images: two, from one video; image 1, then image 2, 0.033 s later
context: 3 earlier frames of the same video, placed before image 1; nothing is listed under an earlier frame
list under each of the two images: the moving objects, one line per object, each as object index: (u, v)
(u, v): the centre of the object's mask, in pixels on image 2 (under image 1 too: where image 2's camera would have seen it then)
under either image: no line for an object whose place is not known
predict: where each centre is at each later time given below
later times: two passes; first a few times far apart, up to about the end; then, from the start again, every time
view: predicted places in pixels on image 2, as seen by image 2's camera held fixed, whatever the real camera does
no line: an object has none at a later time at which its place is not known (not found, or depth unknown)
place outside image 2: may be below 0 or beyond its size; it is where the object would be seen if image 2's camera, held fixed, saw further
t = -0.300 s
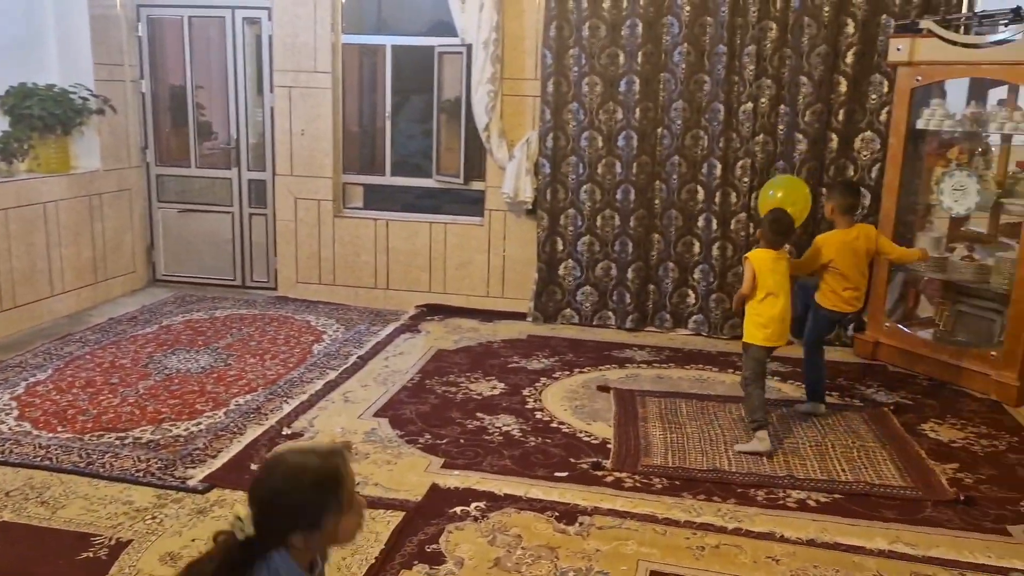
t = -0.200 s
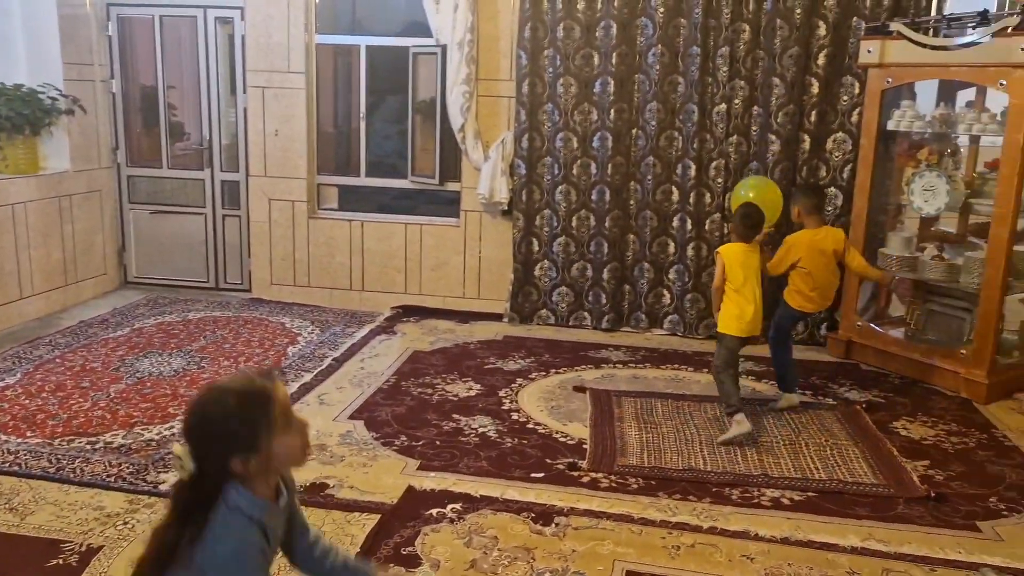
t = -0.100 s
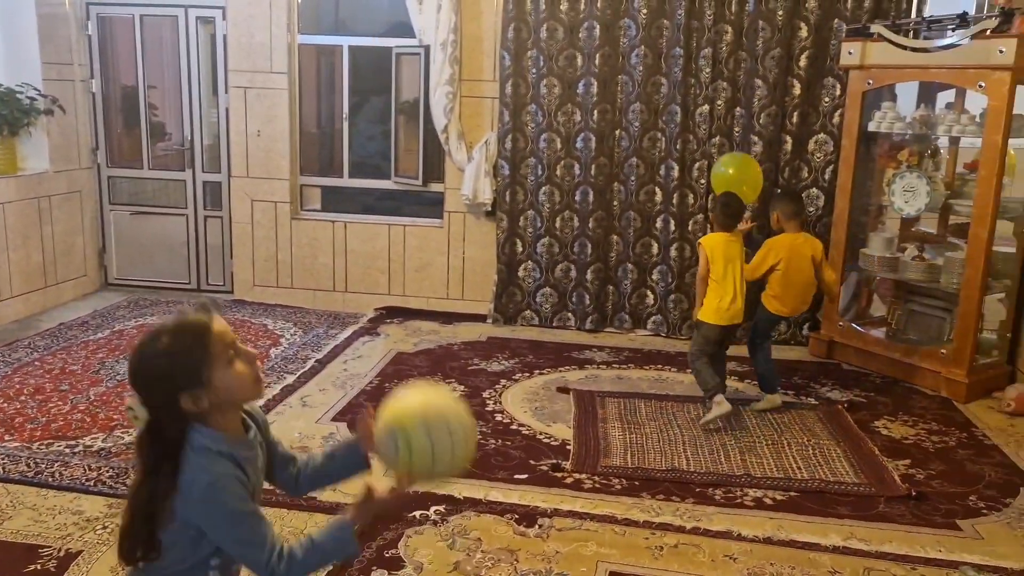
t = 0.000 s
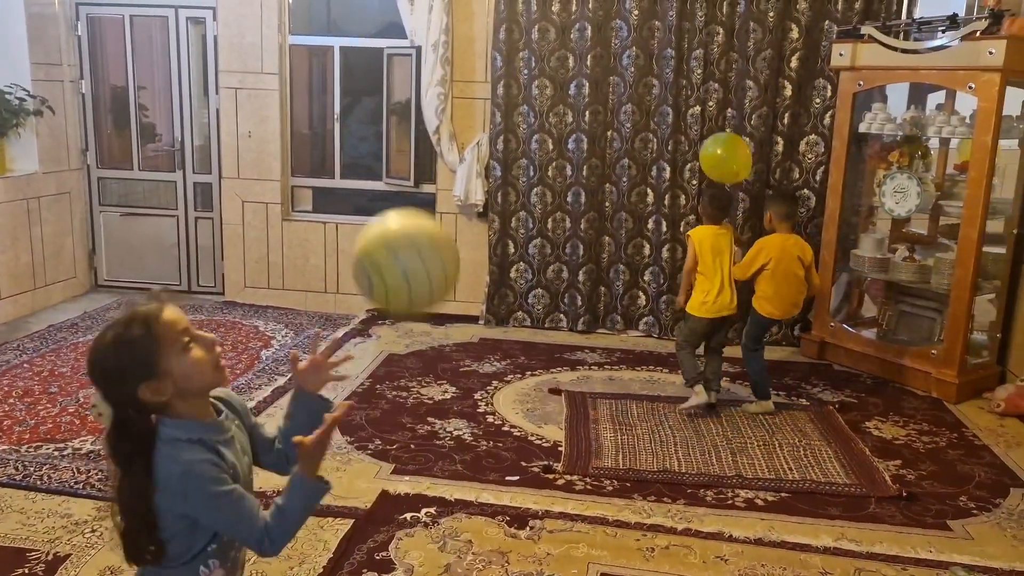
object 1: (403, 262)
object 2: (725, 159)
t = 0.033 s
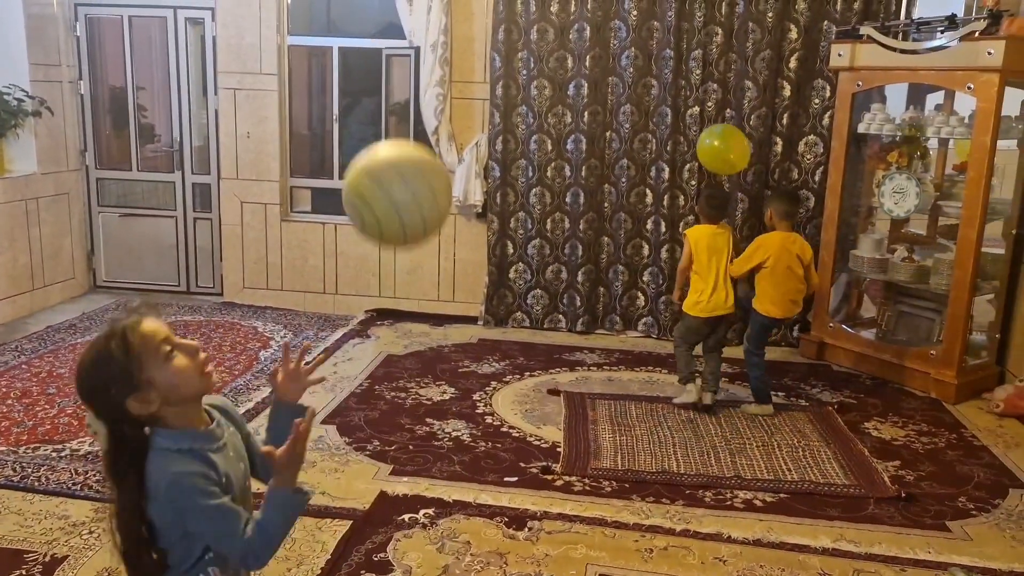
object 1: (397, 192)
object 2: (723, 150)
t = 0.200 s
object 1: (375, 65)
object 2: (719, 126)
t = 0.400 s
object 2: (712, 106)
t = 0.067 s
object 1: (392, 155)
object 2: (723, 144)
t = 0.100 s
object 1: (390, 136)
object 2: (722, 141)
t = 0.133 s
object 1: (386, 107)
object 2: (721, 136)
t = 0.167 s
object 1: (381, 83)
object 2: (720, 131)
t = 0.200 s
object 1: (375, 65)
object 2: (719, 126)
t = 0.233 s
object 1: (370, 54)
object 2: (718, 122)
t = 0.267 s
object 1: (366, 50)
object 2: (717, 118)
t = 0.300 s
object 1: (361, 50)
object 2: (716, 115)
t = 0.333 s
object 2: (715, 112)
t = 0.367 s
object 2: (713, 108)
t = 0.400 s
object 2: (712, 106)
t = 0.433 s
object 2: (711, 103)
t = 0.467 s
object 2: (710, 101)
